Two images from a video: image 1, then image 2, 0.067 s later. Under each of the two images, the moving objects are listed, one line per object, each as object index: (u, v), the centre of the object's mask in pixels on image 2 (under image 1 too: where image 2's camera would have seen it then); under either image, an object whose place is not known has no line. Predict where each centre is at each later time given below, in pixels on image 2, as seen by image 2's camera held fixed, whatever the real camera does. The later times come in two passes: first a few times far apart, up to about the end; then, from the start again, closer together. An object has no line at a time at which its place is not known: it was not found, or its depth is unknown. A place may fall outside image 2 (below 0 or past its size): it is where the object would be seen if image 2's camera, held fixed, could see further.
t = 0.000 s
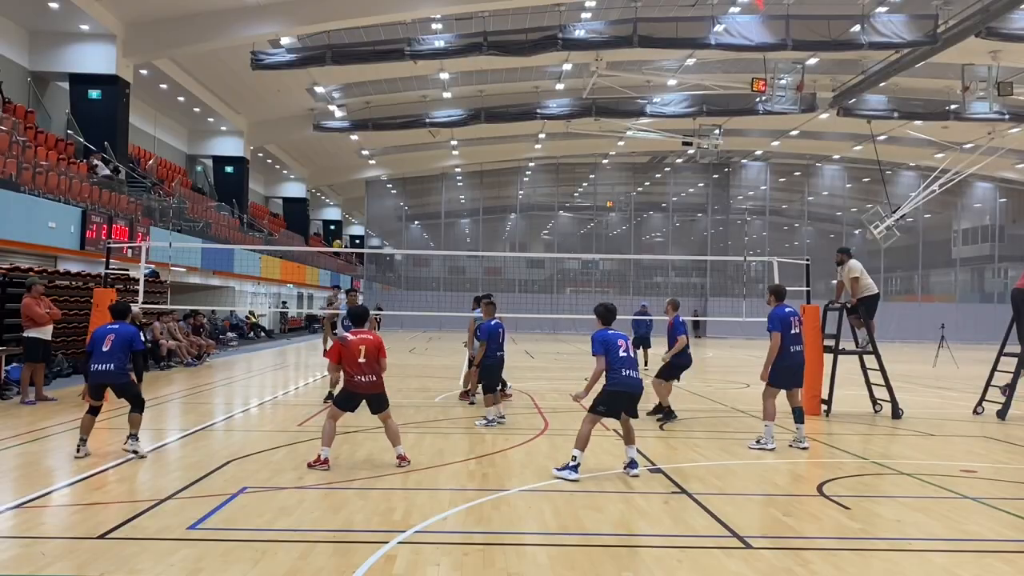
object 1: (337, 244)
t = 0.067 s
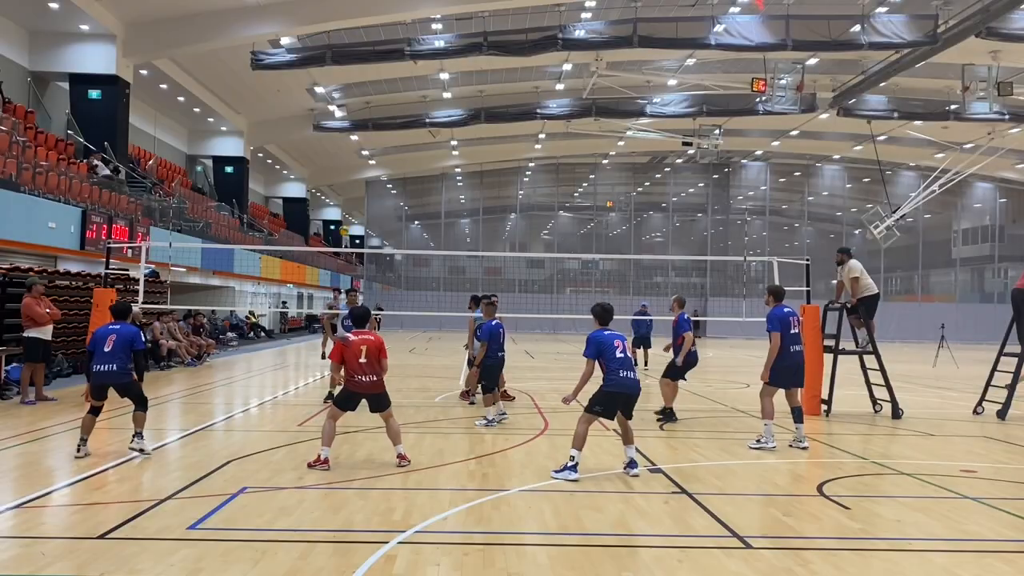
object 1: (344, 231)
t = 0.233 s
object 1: (362, 198)
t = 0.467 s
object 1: (392, 167)
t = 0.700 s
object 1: (430, 164)
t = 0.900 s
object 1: (471, 191)
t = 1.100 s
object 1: (532, 257)
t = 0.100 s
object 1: (347, 223)
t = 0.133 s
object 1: (351, 217)
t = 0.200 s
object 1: (358, 203)
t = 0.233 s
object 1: (362, 198)
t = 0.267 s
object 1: (366, 192)
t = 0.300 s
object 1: (370, 187)
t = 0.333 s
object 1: (374, 182)
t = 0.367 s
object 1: (378, 179)
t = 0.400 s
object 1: (383, 174)
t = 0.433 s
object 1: (387, 170)
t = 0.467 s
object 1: (392, 167)
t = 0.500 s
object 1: (397, 164)
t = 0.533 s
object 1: (402, 163)
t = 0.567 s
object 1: (407, 162)
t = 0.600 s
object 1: (413, 161)
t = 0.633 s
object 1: (418, 161)
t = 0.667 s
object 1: (424, 162)
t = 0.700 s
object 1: (430, 164)
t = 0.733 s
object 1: (436, 166)
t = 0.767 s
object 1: (442, 170)
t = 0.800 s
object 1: (448, 173)
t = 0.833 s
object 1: (455, 178)
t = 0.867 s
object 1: (463, 184)
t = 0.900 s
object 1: (471, 191)
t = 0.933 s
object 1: (480, 199)
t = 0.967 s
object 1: (489, 208)
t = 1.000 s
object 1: (499, 218)
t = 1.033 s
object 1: (509, 229)
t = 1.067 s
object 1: (520, 242)
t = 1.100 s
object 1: (532, 257)
